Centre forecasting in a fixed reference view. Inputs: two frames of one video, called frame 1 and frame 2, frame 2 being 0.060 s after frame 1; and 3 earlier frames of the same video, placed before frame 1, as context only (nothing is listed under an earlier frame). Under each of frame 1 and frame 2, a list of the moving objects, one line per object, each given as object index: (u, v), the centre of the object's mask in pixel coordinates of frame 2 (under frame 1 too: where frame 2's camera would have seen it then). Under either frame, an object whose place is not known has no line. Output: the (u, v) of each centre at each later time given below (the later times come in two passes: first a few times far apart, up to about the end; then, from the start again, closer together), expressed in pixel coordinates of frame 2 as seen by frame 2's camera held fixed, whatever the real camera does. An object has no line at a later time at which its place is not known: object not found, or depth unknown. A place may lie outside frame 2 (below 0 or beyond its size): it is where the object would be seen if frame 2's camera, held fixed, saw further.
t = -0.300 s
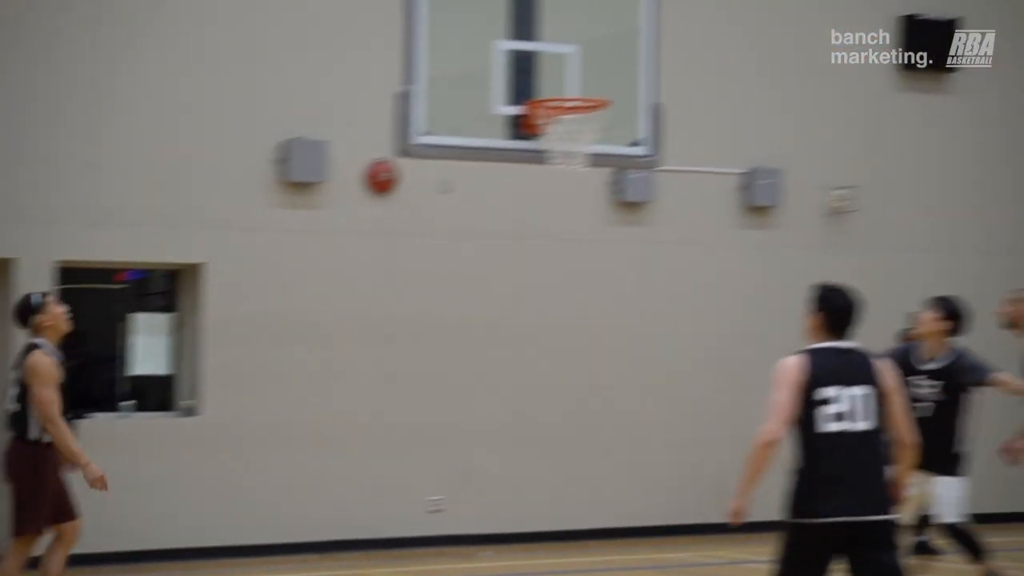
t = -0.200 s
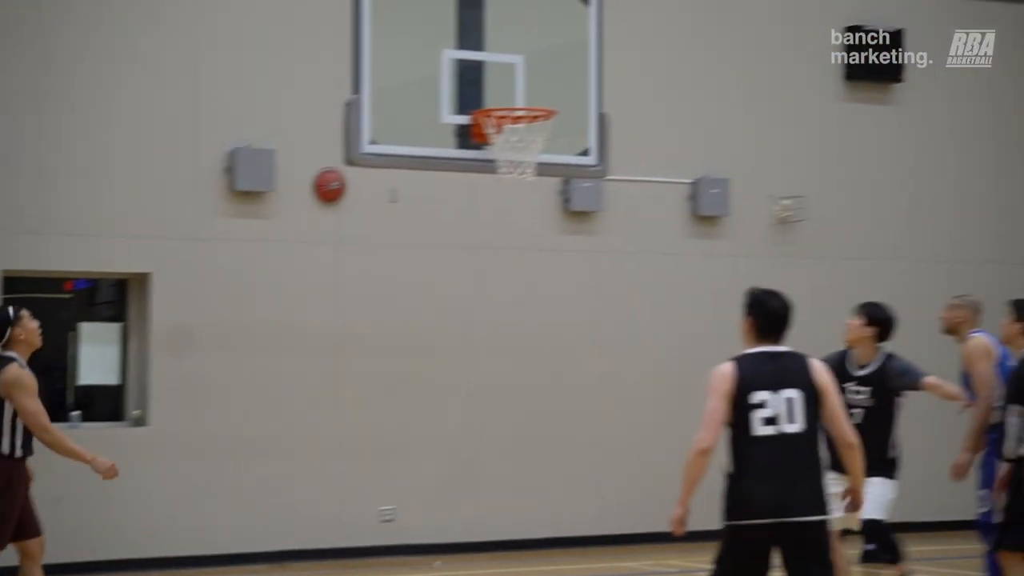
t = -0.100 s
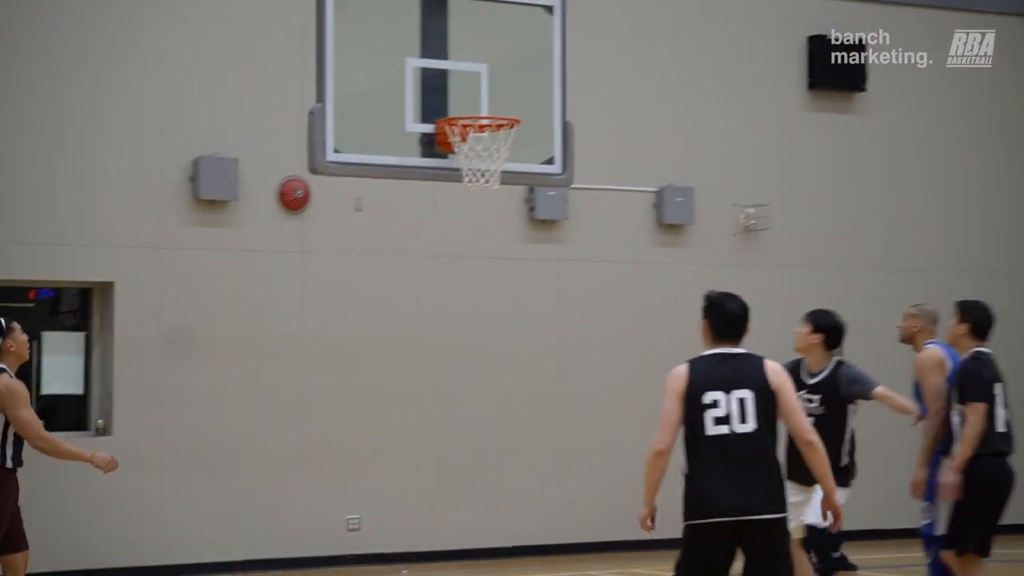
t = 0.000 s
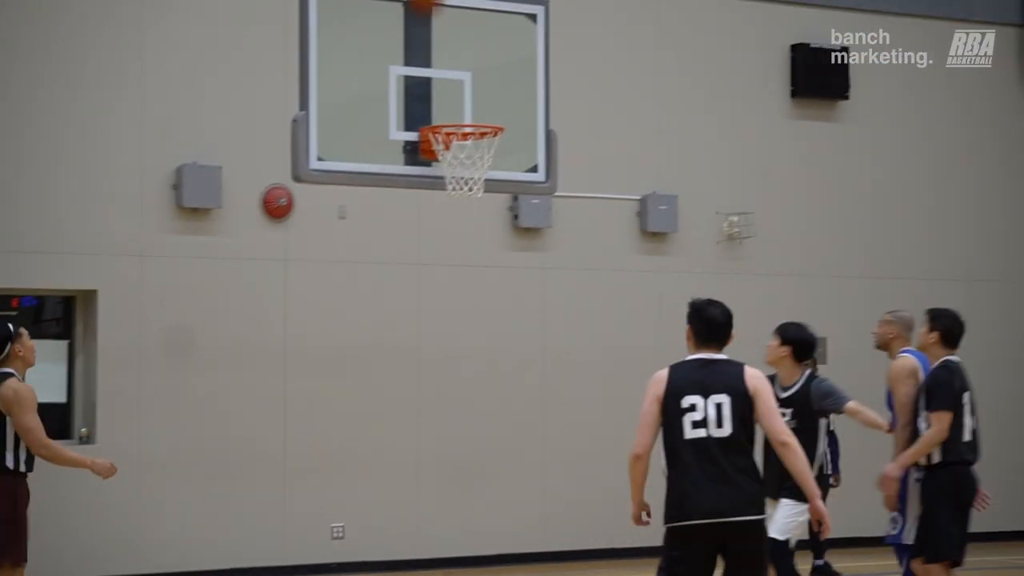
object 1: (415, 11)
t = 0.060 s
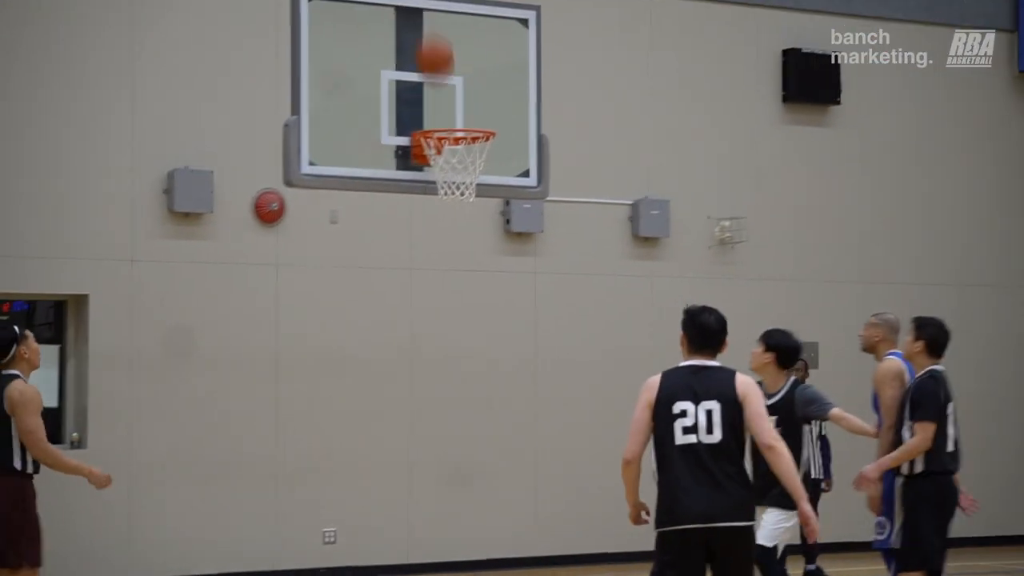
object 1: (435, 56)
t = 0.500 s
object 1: (489, 294)
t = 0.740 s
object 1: (509, 486)
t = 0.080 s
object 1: (440, 80)
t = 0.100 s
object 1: (444, 101)
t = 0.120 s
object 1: (449, 117)
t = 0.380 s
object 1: (479, 230)
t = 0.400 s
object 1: (481, 240)
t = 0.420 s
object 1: (482, 251)
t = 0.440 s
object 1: (484, 260)
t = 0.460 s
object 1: (486, 269)
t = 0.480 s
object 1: (487, 282)
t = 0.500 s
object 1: (489, 294)
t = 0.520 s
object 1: (491, 307)
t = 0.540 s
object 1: (493, 320)
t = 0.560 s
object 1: (494, 334)
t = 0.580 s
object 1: (496, 349)
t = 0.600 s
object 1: (498, 364)
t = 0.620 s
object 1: (500, 379)
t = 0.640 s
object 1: (501, 397)
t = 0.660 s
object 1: (502, 413)
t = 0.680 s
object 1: (504, 431)
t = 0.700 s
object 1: (505, 448)
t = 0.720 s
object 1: (507, 467)
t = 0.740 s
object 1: (509, 486)
